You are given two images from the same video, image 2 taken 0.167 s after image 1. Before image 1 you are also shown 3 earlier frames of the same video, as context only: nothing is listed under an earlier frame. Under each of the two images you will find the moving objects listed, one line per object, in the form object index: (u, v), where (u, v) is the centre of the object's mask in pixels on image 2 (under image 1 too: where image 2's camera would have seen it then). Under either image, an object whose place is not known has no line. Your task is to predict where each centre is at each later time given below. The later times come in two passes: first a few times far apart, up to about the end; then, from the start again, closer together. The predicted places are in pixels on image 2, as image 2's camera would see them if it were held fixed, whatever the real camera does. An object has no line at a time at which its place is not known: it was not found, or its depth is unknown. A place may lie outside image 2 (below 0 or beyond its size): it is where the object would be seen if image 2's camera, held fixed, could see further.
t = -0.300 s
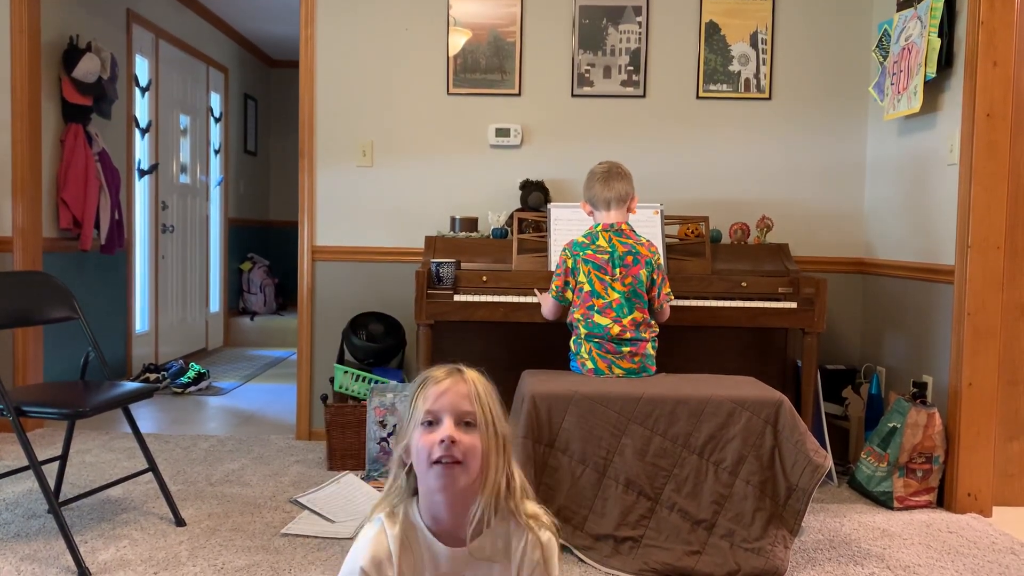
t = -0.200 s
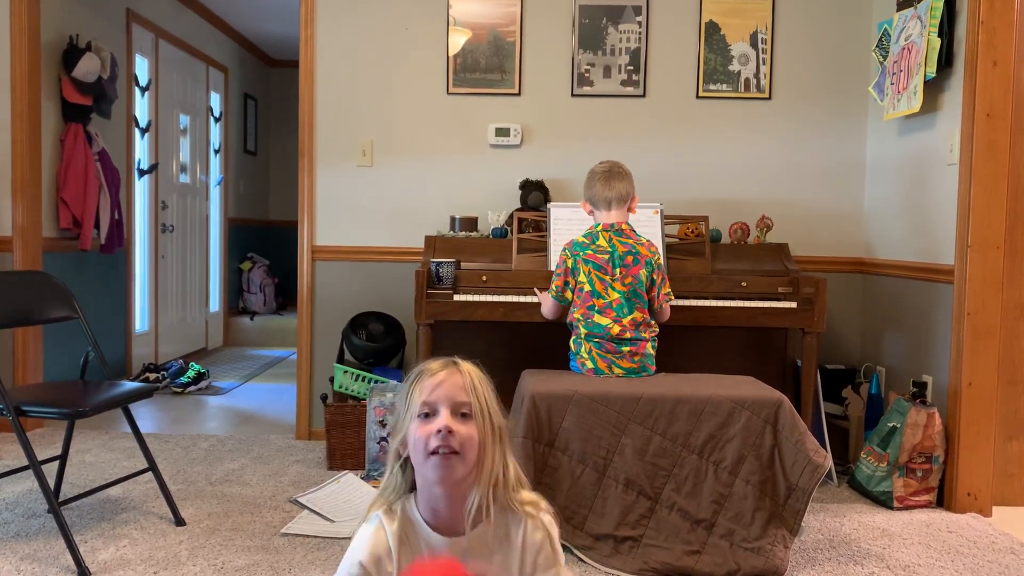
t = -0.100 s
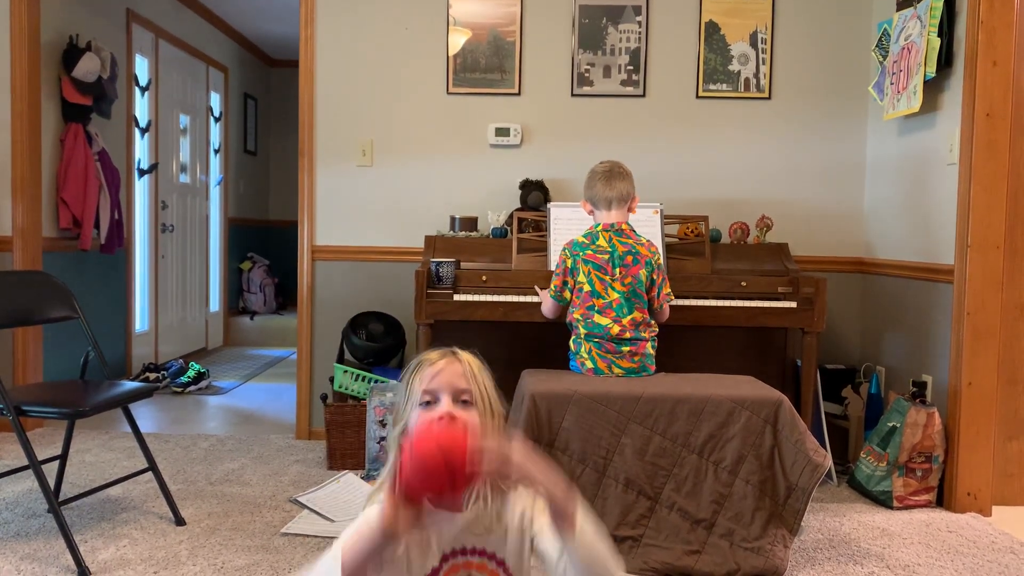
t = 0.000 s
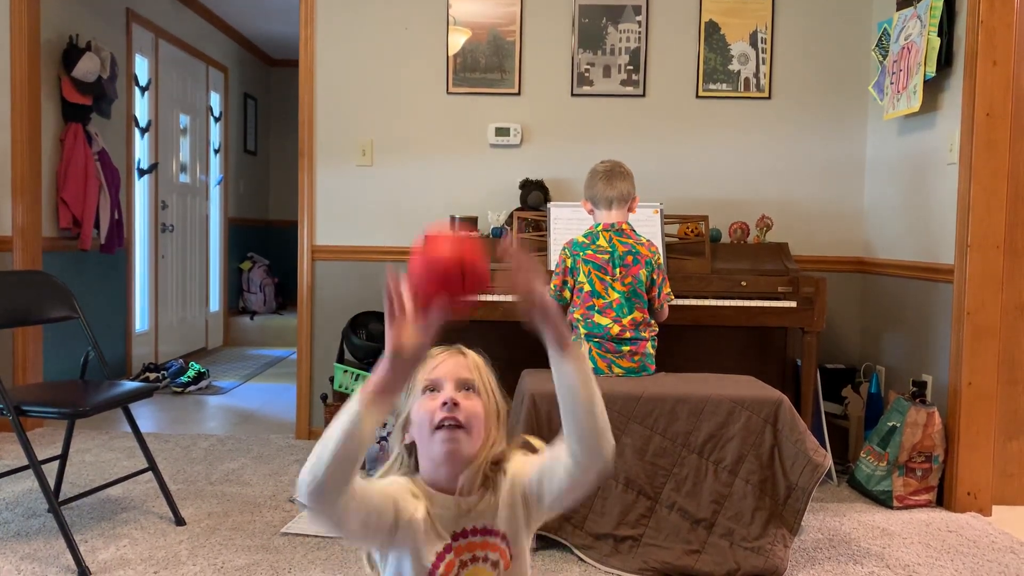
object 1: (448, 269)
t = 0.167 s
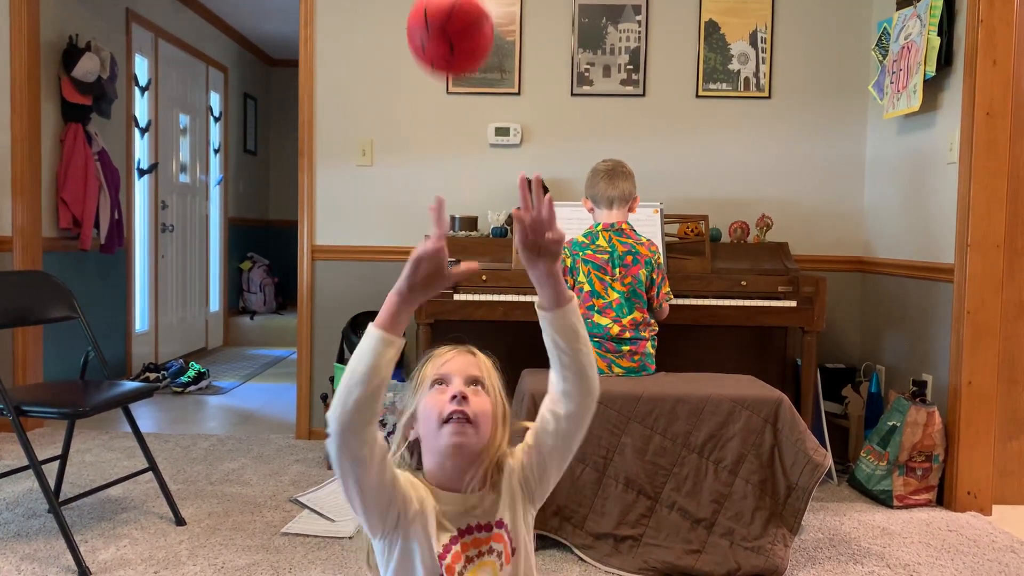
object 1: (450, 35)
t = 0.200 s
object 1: (450, 22)
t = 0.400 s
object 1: (447, 26)
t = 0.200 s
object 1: (450, 22)
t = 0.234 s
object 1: (450, 13)
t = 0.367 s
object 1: (447, 16)
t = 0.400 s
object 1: (447, 26)
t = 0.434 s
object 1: (445, 42)
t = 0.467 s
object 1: (443, 80)
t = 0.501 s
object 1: (443, 124)
